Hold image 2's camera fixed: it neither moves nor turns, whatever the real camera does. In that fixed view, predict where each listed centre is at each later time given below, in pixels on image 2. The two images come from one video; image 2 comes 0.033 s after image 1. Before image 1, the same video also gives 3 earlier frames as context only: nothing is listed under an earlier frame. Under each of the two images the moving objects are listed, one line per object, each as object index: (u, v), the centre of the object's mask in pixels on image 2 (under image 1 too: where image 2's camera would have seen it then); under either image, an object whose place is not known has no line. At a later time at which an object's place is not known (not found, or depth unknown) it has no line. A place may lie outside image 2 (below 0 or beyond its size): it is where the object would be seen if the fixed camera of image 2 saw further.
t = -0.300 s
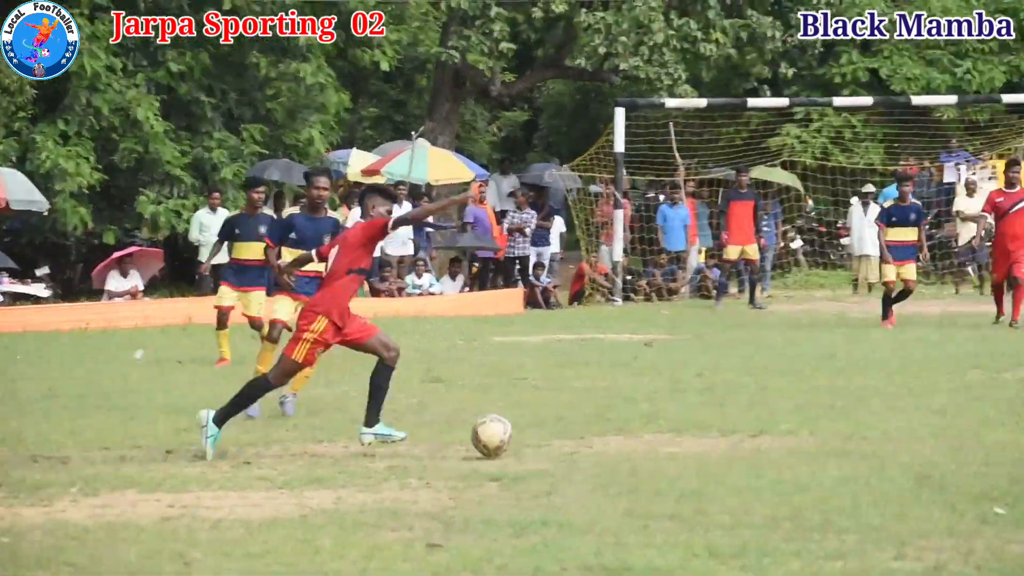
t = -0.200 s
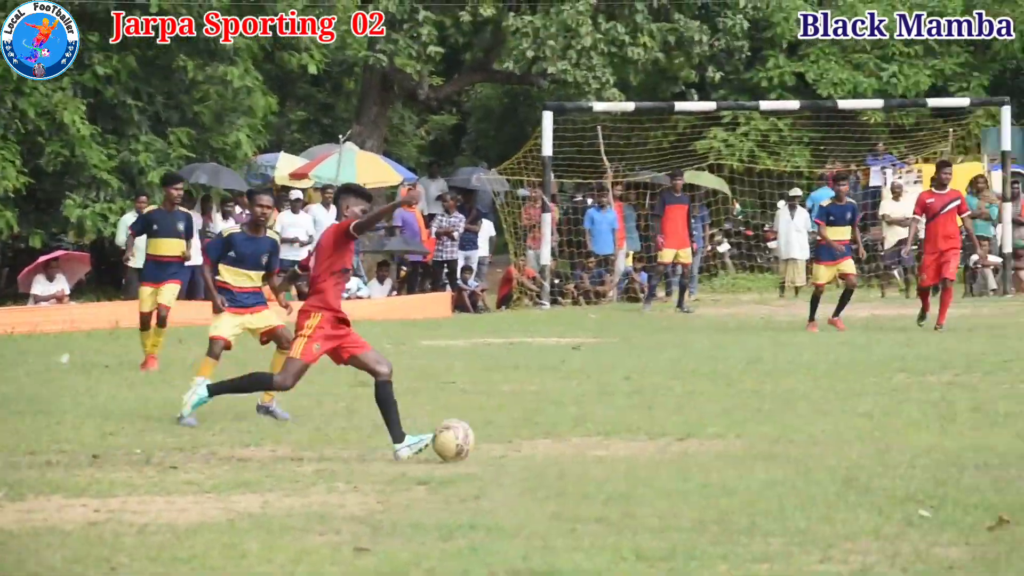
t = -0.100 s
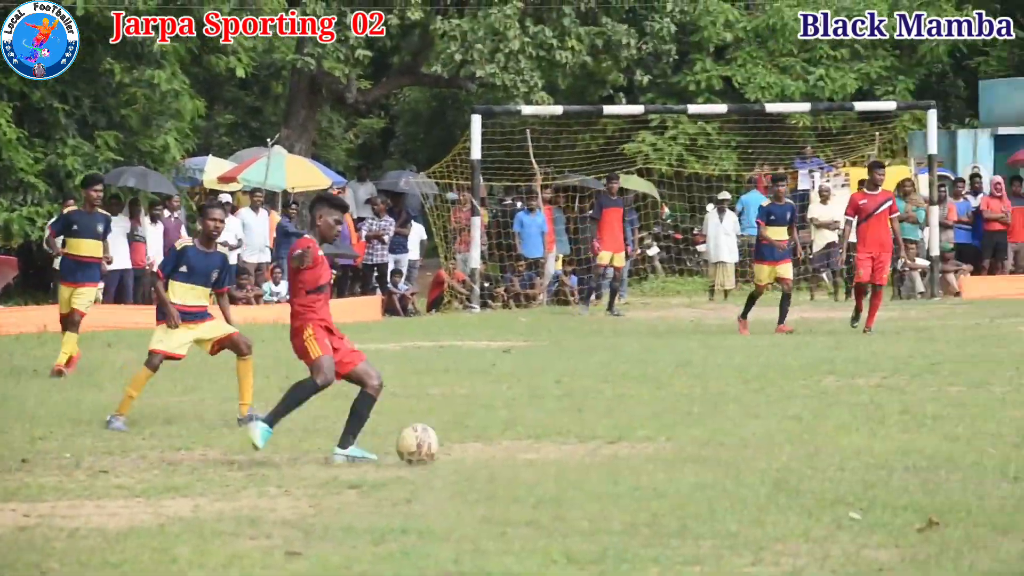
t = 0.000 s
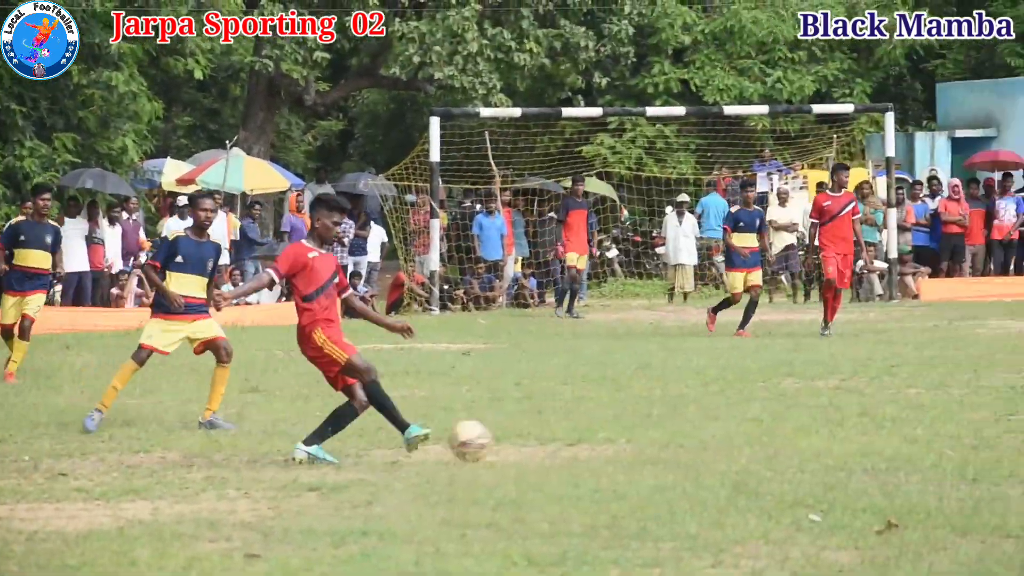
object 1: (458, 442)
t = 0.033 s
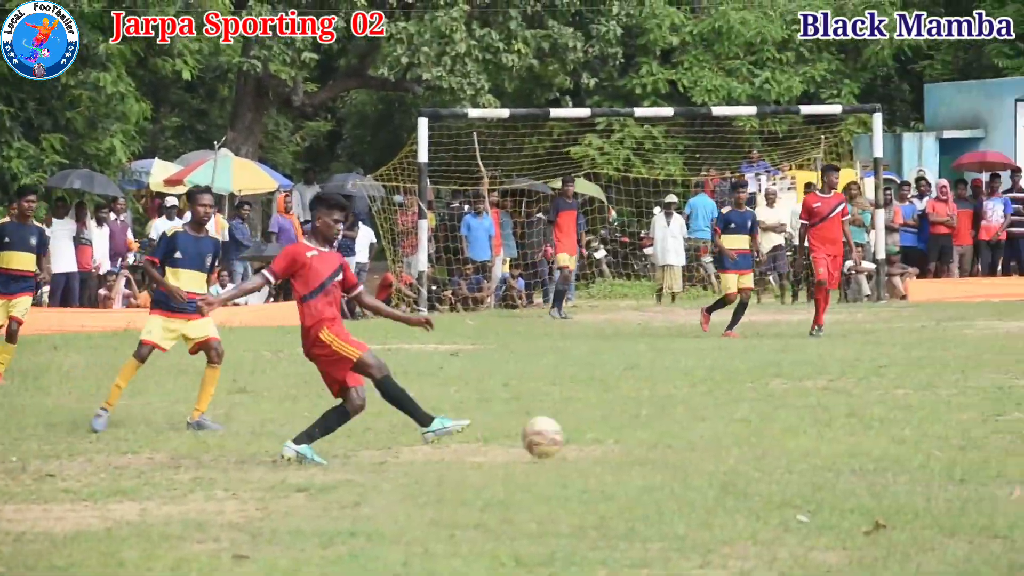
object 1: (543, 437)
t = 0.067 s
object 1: (625, 435)
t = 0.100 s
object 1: (706, 433)
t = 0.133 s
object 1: (784, 432)
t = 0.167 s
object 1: (857, 426)
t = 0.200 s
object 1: (928, 422)
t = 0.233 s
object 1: (999, 418)
